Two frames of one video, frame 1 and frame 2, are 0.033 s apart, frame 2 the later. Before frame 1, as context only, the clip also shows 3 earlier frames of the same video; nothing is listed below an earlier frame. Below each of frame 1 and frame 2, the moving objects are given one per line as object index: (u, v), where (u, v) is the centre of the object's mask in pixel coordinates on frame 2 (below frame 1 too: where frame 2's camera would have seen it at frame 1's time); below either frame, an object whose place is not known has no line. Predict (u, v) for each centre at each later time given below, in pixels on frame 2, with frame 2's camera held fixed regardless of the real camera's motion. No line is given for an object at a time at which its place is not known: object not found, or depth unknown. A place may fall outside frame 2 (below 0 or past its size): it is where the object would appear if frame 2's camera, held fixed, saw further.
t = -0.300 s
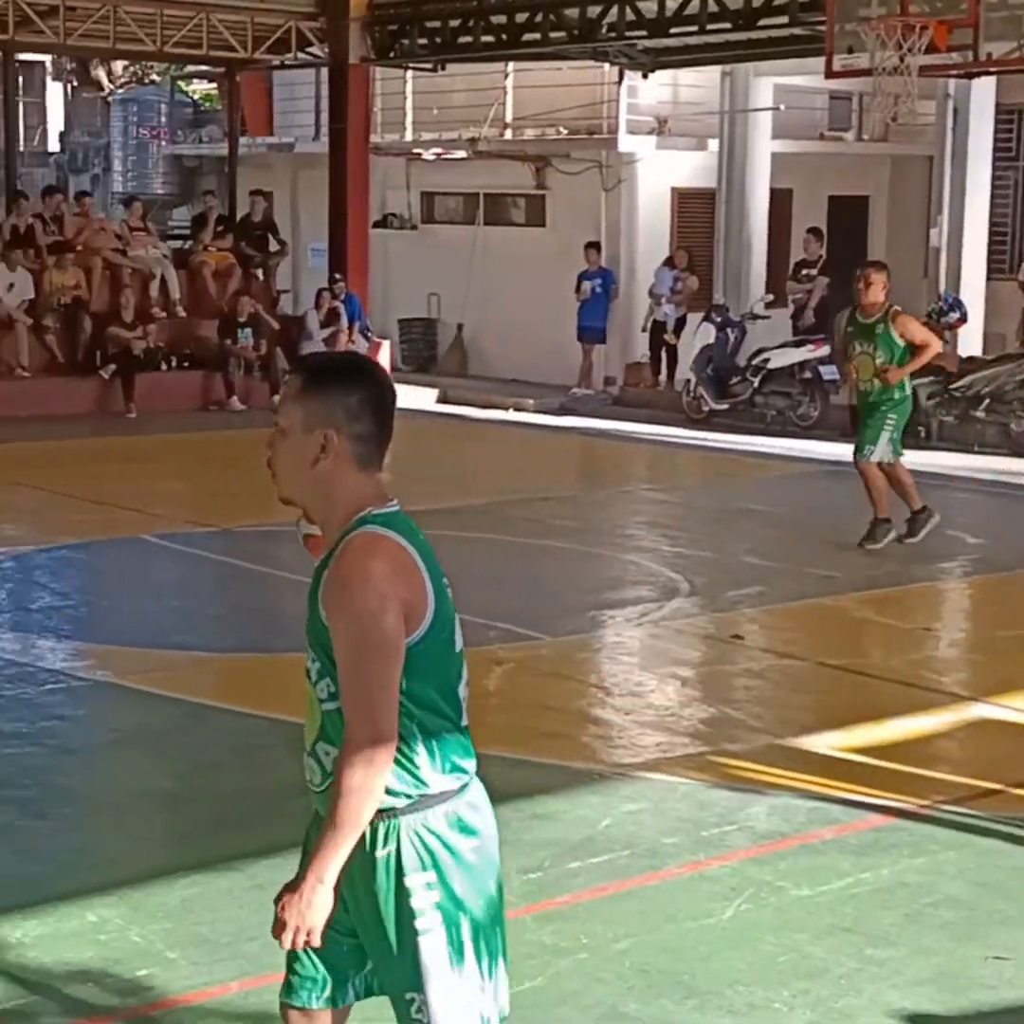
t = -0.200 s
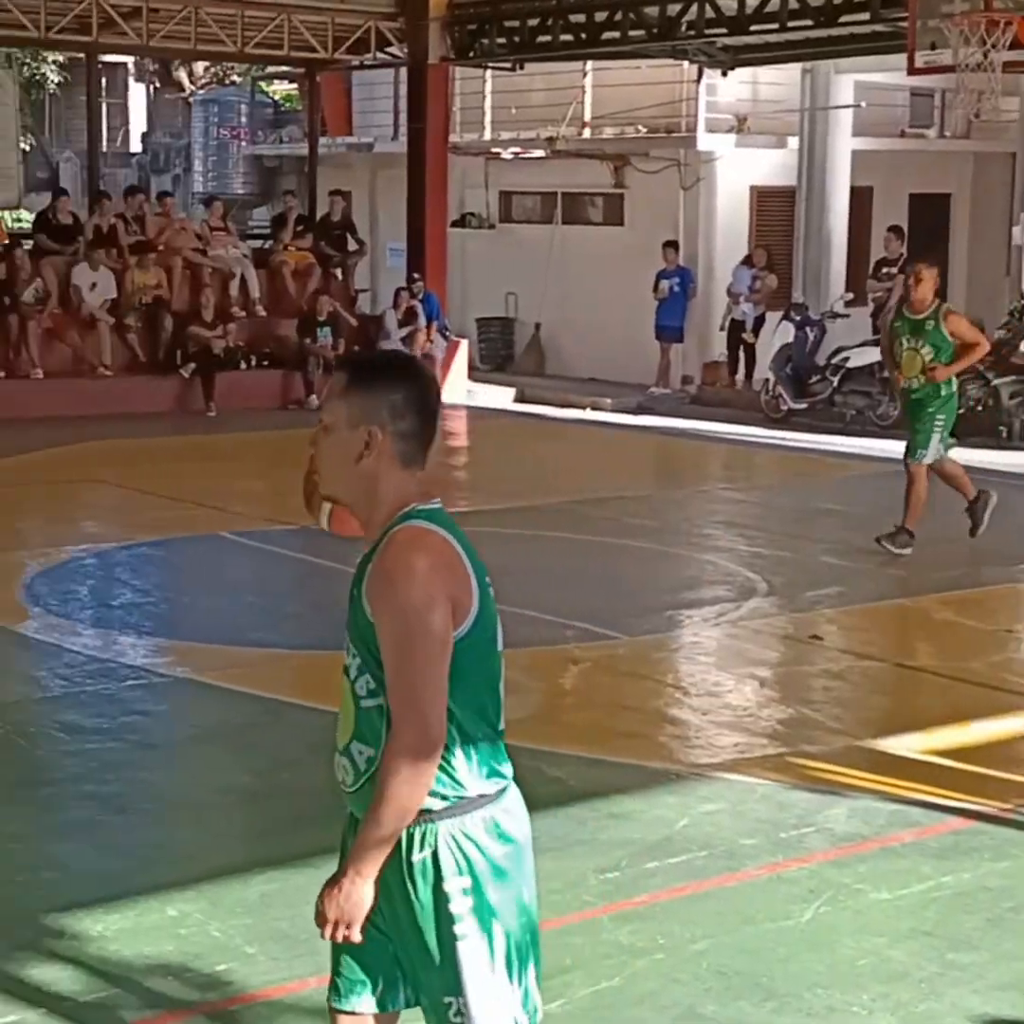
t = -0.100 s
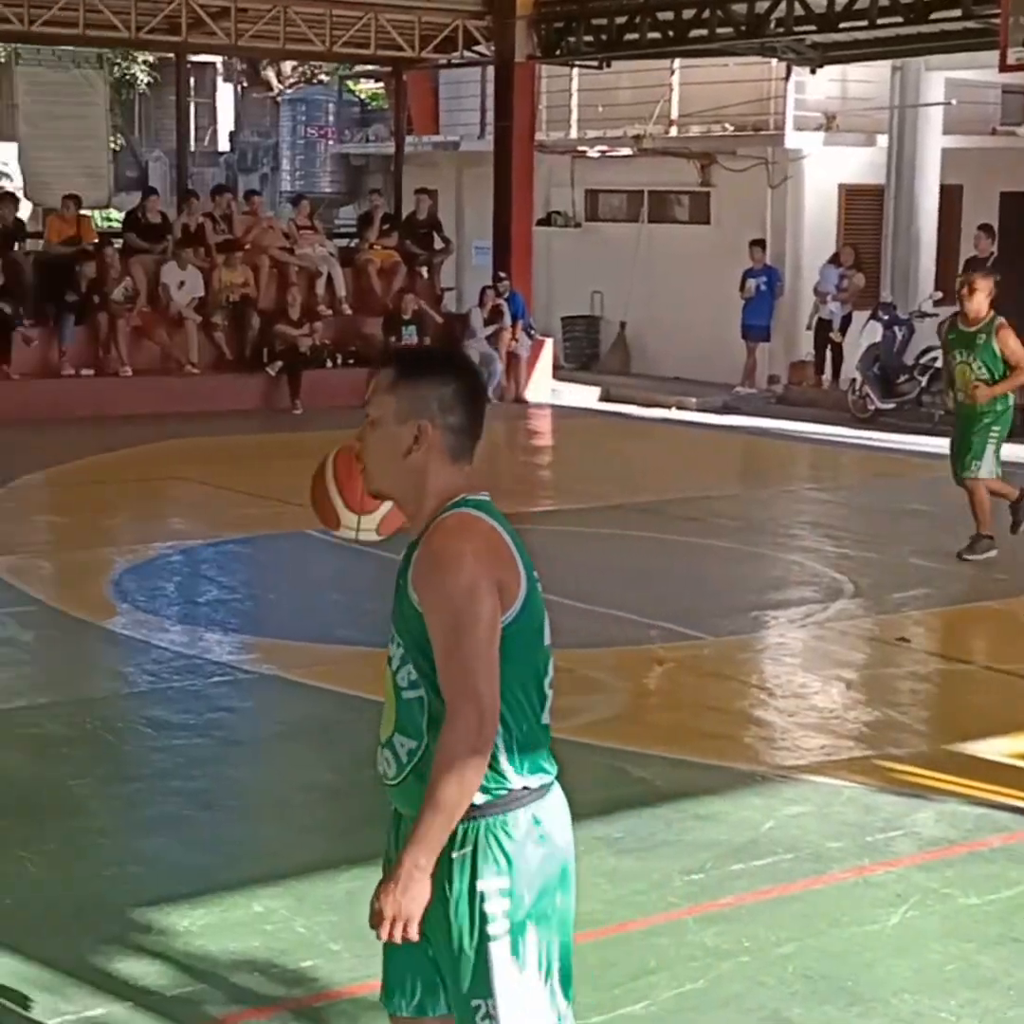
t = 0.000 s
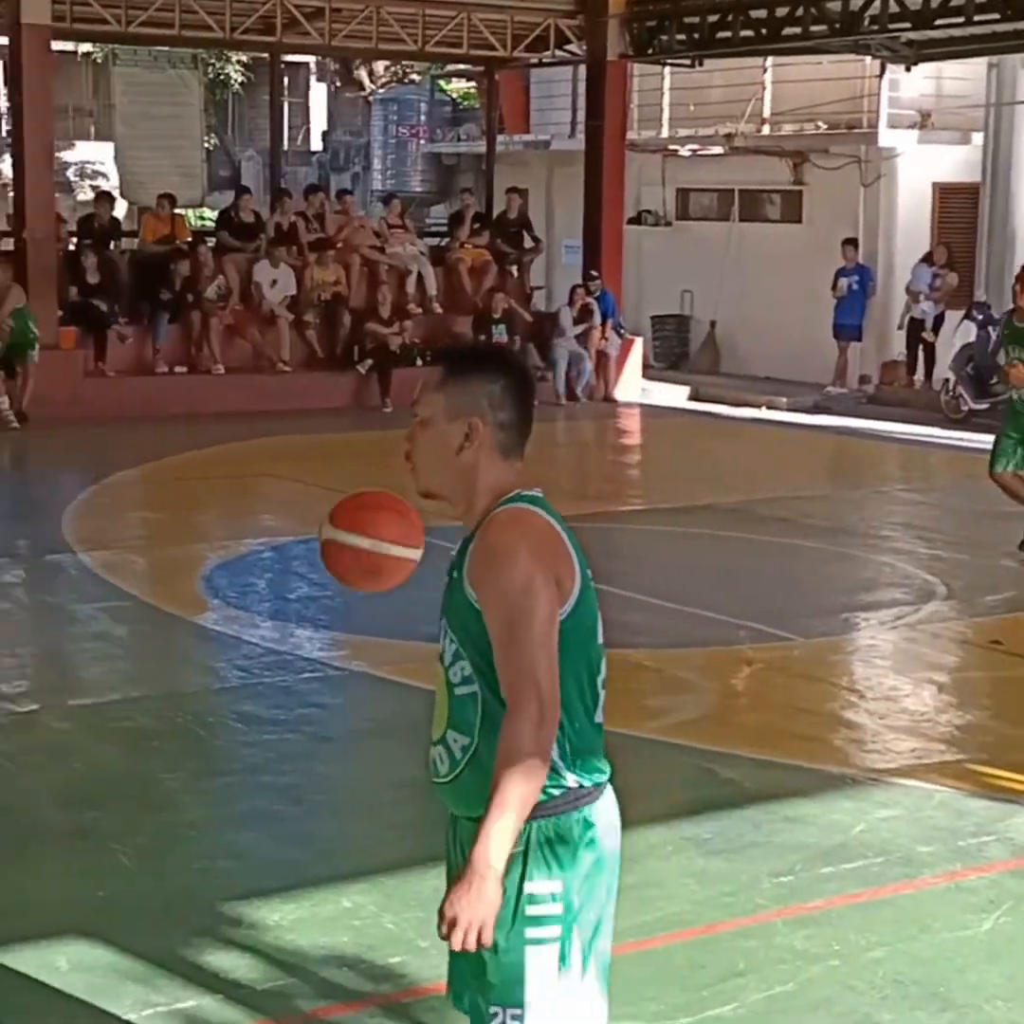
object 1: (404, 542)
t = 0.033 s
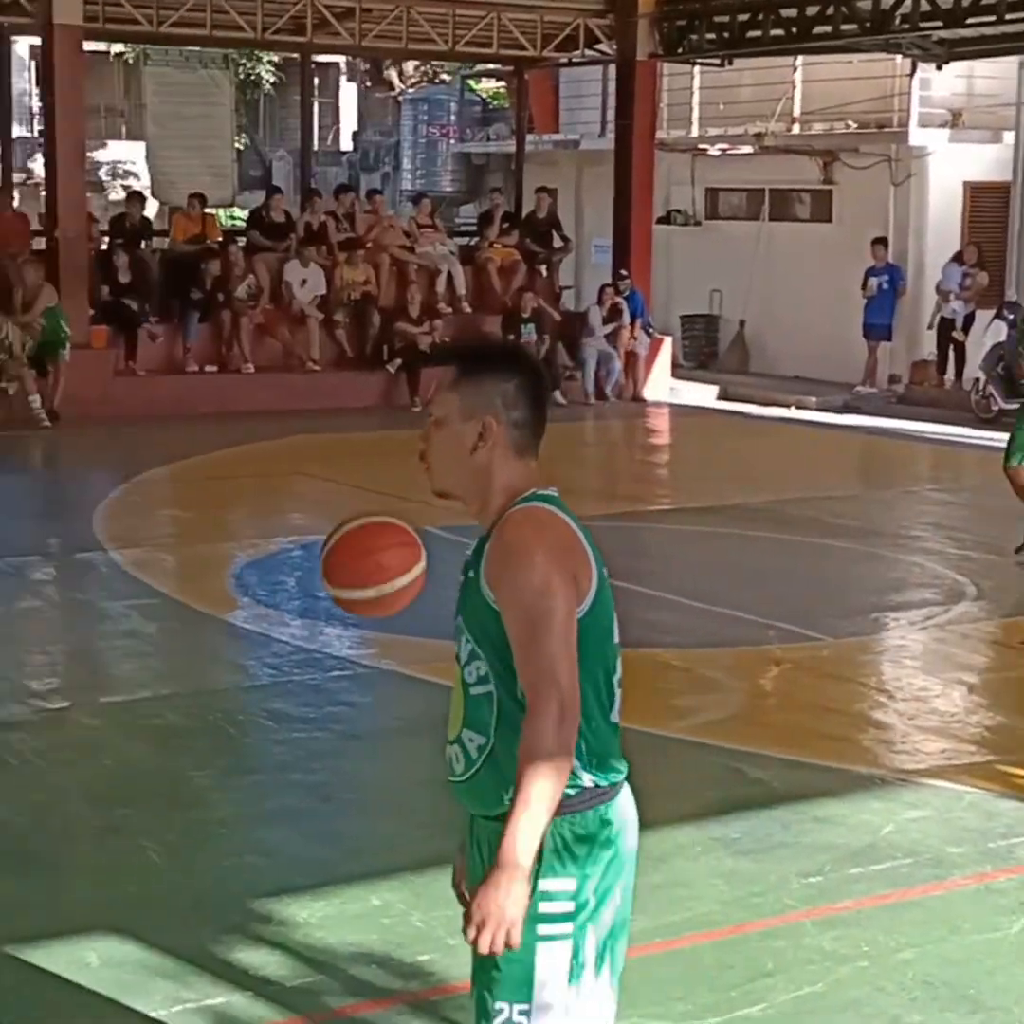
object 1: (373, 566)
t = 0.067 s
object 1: (342, 597)
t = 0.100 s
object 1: (309, 635)
